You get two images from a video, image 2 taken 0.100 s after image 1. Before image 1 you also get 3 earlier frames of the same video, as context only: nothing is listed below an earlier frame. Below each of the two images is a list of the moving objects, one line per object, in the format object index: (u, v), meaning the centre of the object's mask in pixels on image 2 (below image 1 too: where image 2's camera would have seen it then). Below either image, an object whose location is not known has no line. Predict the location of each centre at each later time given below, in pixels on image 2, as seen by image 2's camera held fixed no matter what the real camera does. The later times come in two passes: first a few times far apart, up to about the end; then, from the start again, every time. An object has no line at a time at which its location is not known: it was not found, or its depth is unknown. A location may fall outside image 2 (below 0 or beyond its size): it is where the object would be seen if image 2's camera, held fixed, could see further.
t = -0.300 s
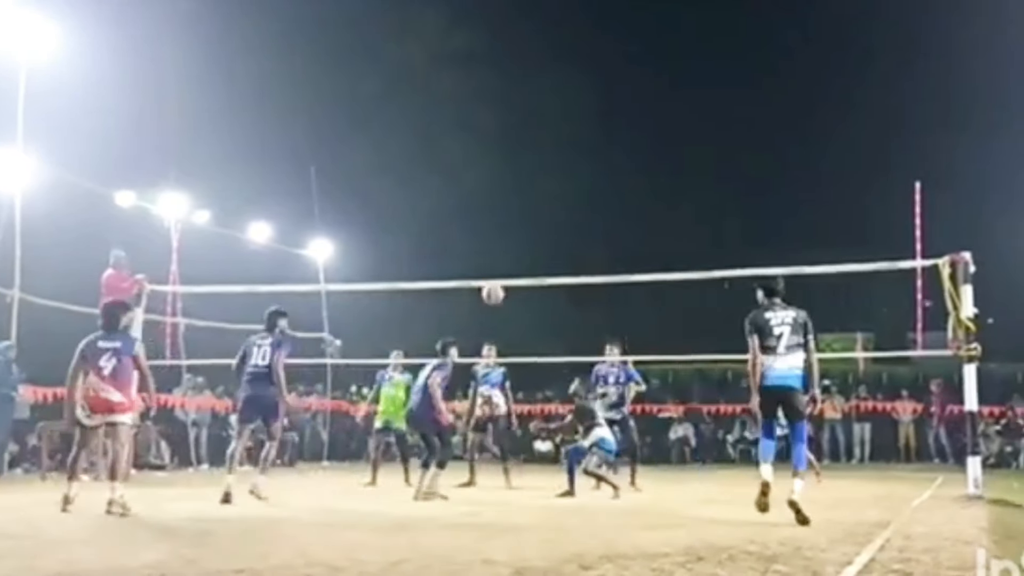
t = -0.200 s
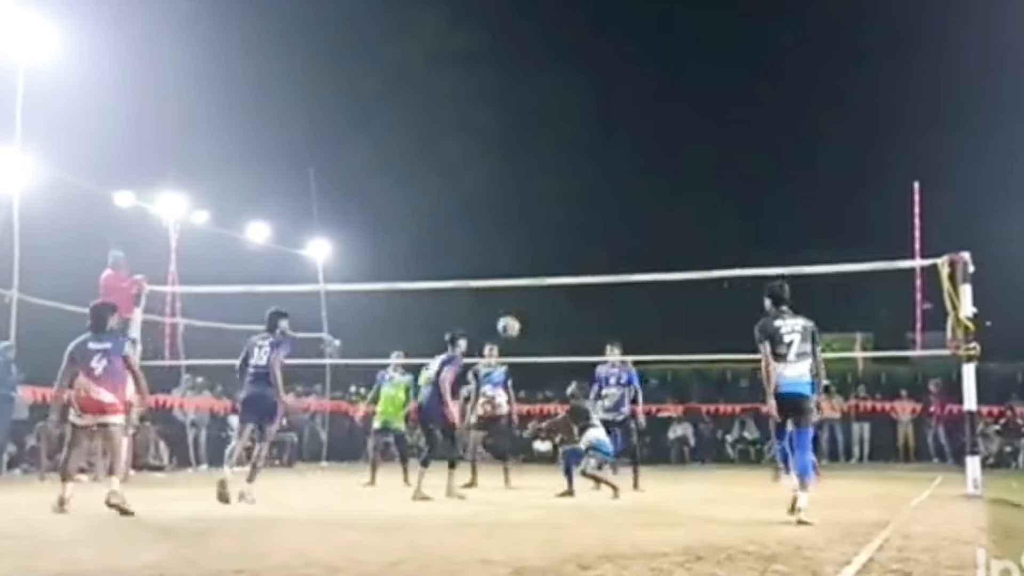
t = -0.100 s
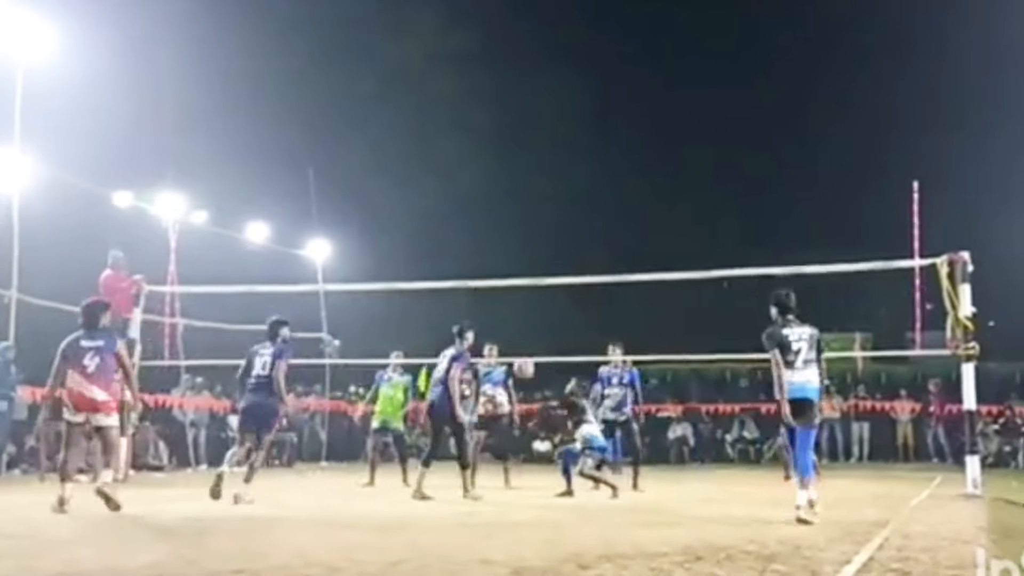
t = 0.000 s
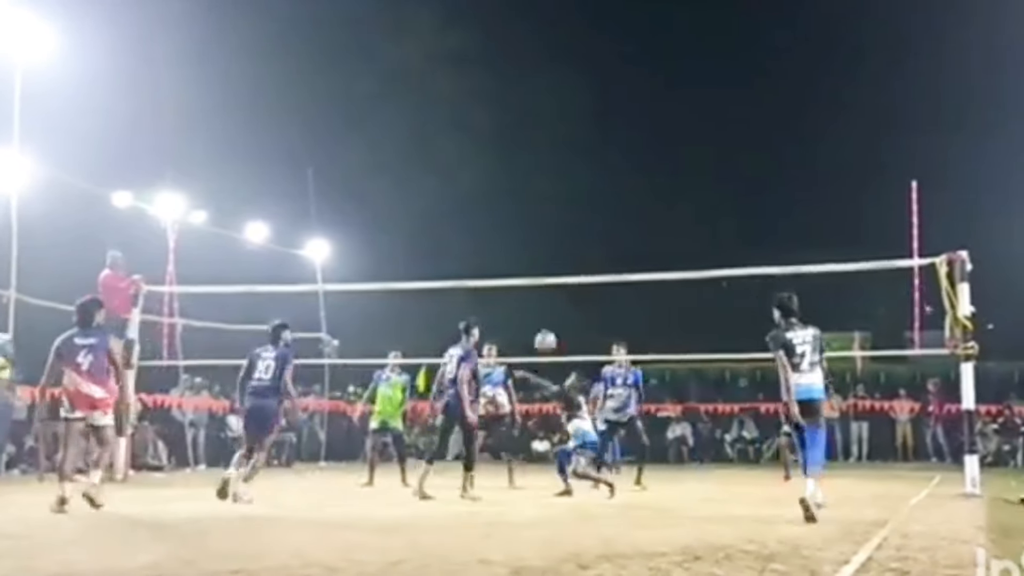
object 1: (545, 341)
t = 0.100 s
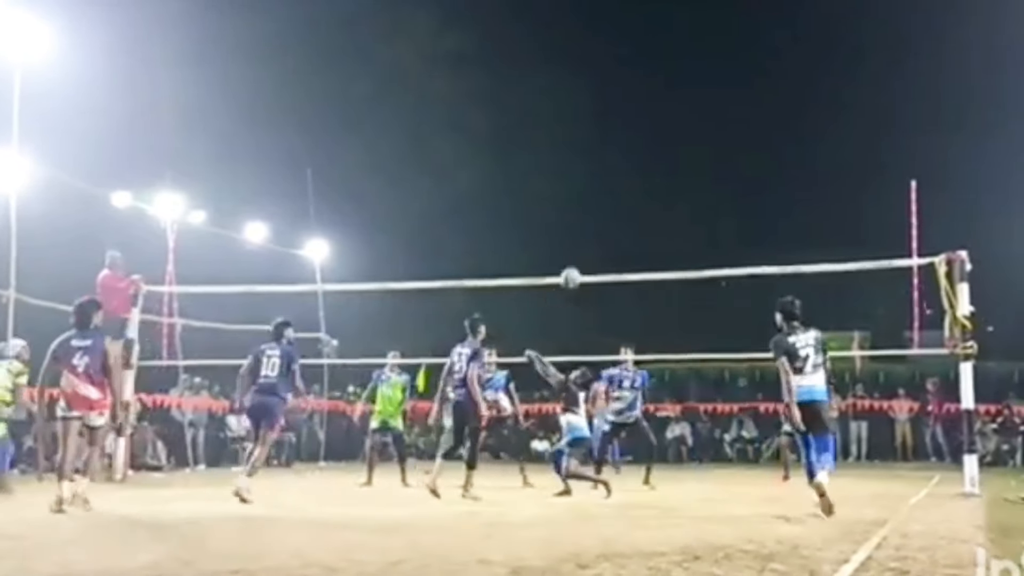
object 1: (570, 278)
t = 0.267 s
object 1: (613, 194)
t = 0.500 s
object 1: (672, 121)
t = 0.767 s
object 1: (737, 98)
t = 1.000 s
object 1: (793, 128)
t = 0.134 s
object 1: (579, 258)
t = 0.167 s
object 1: (587, 240)
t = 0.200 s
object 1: (597, 224)
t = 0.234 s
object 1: (605, 209)
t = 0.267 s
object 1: (613, 194)
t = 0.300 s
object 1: (622, 181)
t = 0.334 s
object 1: (631, 168)
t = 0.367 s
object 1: (639, 156)
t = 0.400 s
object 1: (647, 147)
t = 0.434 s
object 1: (655, 137)
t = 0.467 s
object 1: (664, 129)
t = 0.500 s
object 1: (672, 121)
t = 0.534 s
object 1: (680, 115)
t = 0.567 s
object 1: (689, 109)
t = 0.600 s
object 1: (696, 105)
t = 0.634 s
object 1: (705, 102)
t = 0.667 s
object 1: (713, 99)
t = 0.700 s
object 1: (721, 98)
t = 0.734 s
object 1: (729, 97)
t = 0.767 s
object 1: (737, 98)
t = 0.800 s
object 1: (745, 99)
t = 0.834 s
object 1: (753, 102)
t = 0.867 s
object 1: (761, 105)
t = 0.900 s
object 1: (769, 109)
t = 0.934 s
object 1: (776, 114)
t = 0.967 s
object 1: (784, 121)
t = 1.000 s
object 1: (793, 128)
